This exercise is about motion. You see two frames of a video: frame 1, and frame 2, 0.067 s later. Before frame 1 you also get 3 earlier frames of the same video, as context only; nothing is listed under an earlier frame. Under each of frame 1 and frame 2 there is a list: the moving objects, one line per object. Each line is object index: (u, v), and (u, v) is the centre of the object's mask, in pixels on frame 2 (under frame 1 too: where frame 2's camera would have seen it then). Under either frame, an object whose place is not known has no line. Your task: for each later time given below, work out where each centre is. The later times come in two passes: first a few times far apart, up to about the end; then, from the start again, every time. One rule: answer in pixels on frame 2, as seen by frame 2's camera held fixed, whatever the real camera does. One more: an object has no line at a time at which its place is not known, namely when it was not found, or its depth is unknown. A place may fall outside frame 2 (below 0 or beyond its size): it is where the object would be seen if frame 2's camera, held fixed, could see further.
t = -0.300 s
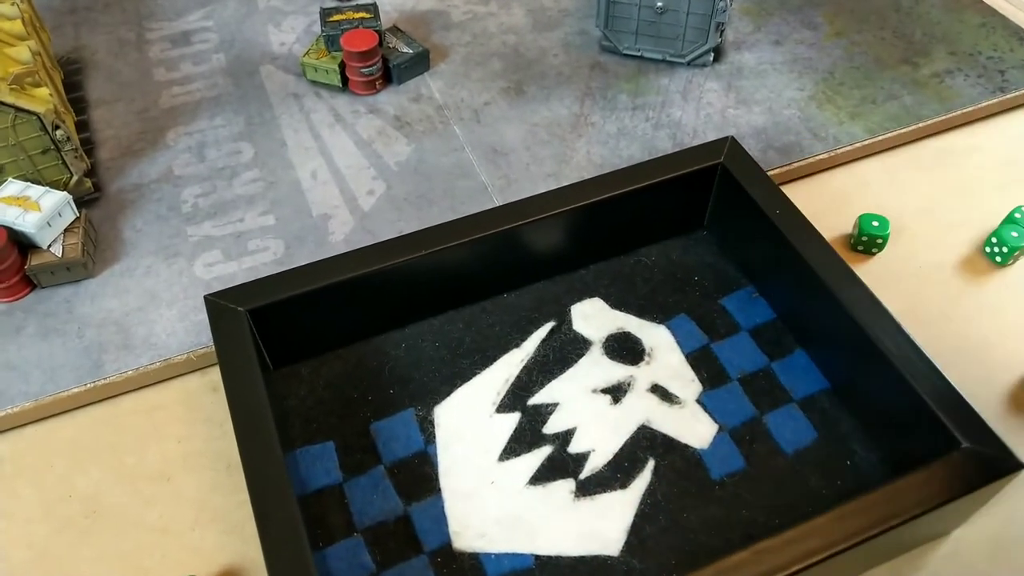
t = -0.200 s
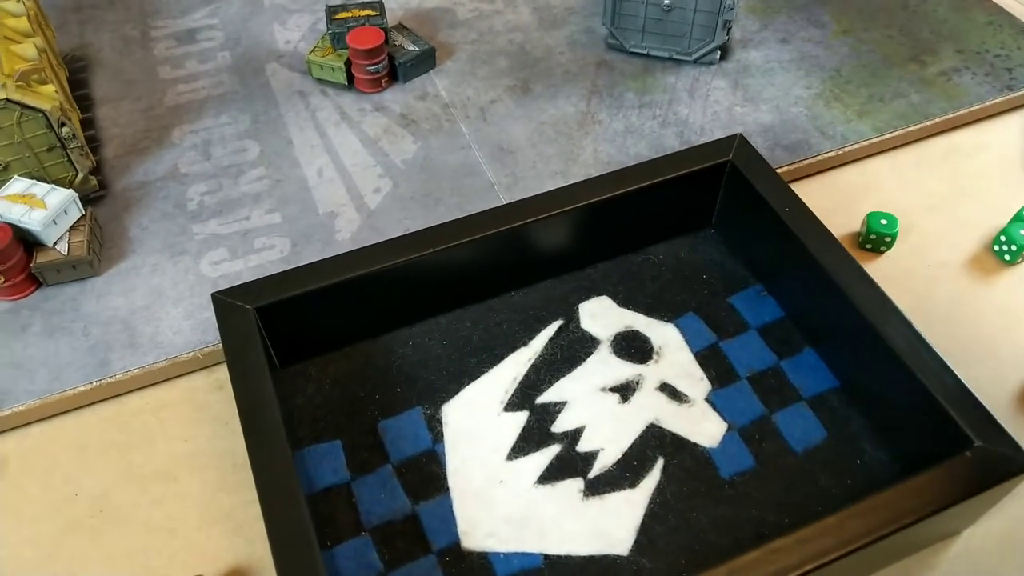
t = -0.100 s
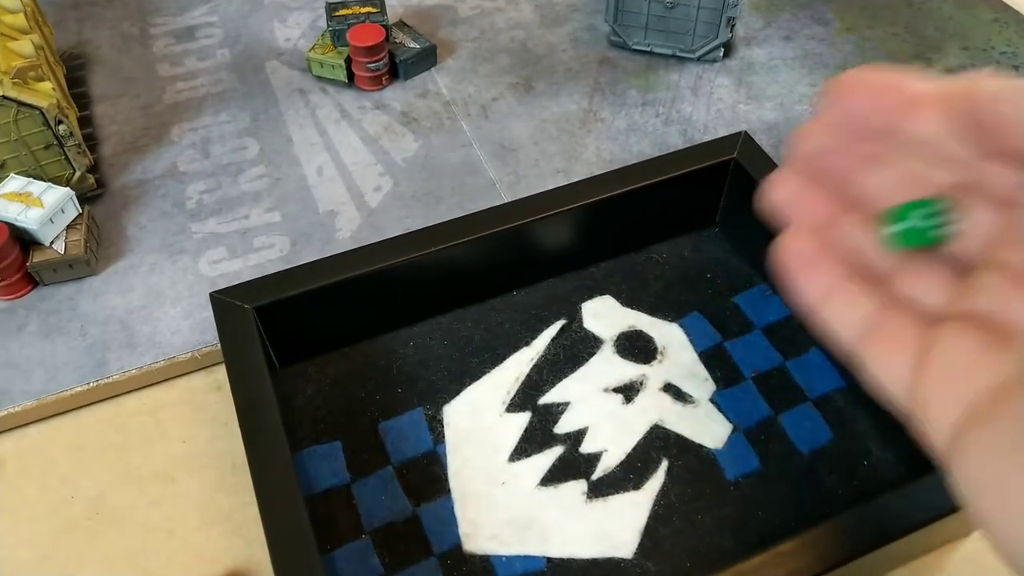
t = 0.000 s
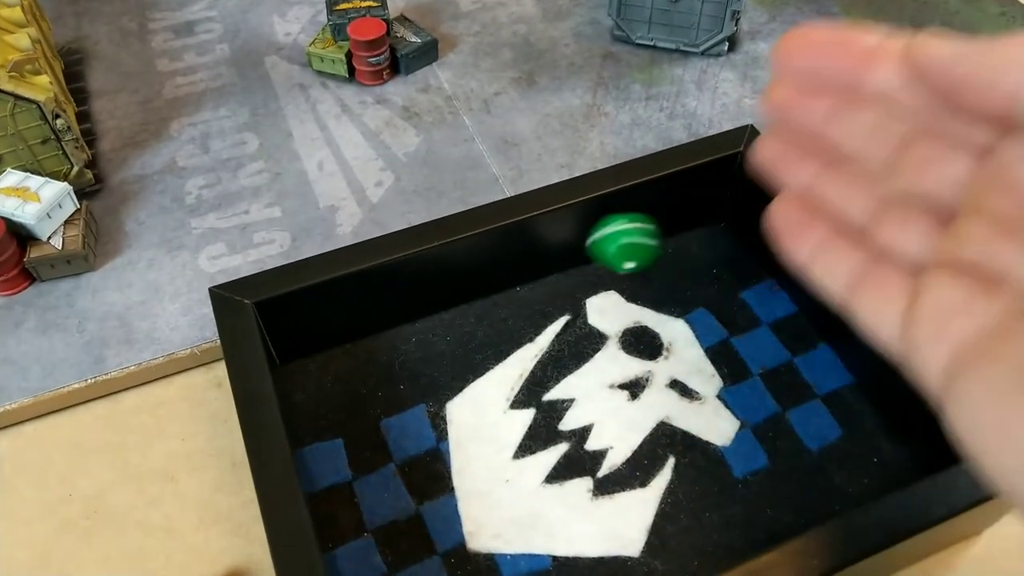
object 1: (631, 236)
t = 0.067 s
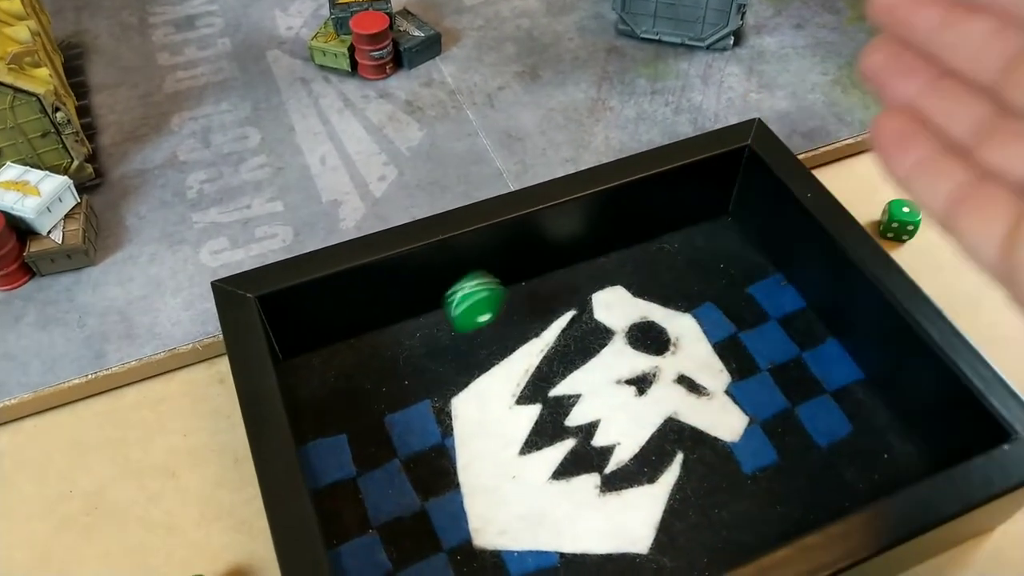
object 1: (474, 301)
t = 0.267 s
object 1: (390, 384)
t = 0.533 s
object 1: (428, 421)
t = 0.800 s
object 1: (427, 420)
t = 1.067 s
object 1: (427, 420)
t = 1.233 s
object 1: (428, 420)
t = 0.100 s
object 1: (414, 325)
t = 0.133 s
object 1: (365, 331)
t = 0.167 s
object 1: (324, 363)
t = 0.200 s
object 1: (341, 372)
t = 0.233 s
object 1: (368, 375)
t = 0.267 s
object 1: (390, 384)
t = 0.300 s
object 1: (404, 395)
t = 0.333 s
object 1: (418, 400)
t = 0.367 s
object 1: (434, 403)
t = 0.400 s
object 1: (437, 405)
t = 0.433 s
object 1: (441, 411)
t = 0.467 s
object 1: (438, 413)
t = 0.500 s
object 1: (434, 416)
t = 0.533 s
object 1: (428, 421)
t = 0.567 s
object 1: (426, 421)
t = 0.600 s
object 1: (429, 419)
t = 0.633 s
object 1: (430, 420)
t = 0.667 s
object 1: (428, 420)
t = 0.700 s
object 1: (427, 421)
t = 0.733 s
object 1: (428, 420)
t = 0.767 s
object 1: (427, 420)
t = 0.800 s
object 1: (427, 420)
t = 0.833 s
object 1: (428, 420)
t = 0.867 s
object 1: (427, 420)
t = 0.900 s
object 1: (427, 420)
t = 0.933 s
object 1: (427, 420)
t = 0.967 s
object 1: (427, 420)
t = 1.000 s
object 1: (427, 420)
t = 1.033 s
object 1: (427, 420)
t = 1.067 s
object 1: (427, 420)
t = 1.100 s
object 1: (427, 420)
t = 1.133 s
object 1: (427, 420)
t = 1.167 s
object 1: (427, 420)
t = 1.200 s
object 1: (427, 420)
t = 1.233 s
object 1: (428, 420)
